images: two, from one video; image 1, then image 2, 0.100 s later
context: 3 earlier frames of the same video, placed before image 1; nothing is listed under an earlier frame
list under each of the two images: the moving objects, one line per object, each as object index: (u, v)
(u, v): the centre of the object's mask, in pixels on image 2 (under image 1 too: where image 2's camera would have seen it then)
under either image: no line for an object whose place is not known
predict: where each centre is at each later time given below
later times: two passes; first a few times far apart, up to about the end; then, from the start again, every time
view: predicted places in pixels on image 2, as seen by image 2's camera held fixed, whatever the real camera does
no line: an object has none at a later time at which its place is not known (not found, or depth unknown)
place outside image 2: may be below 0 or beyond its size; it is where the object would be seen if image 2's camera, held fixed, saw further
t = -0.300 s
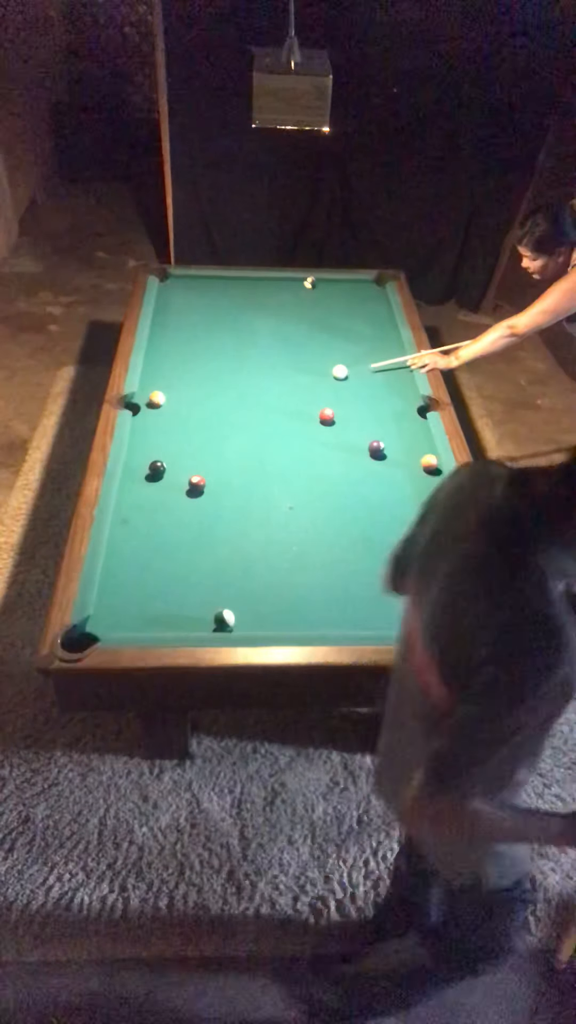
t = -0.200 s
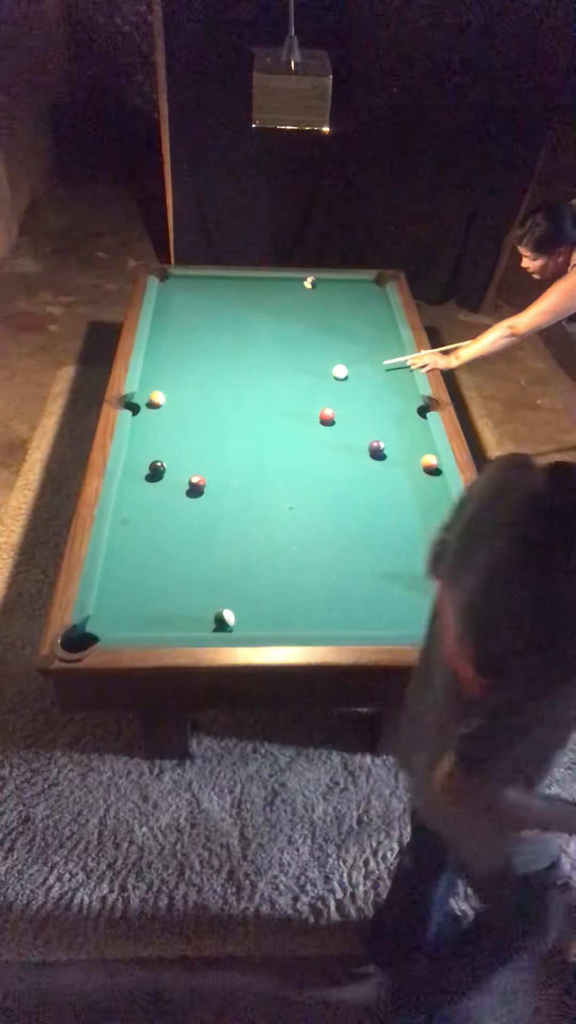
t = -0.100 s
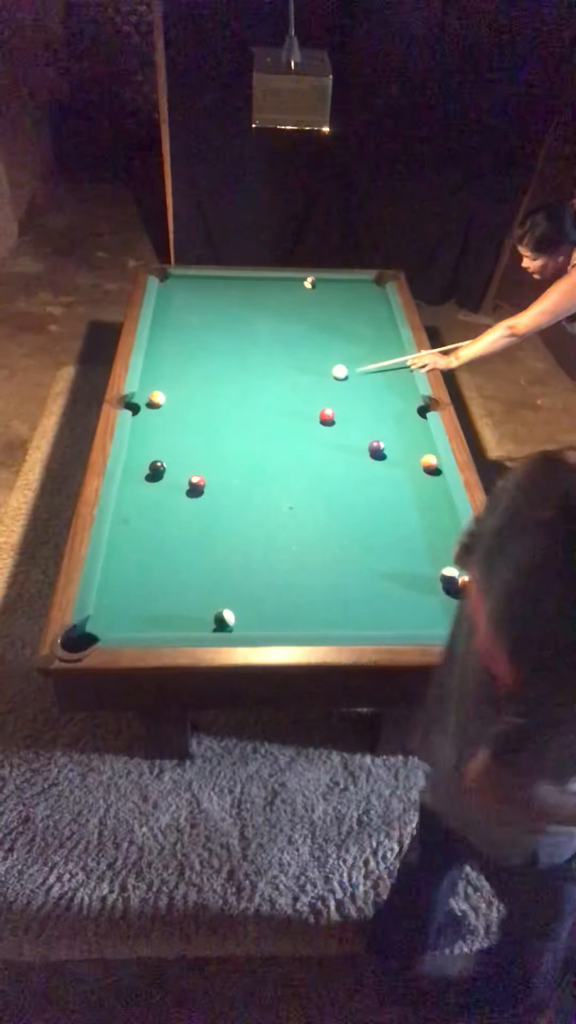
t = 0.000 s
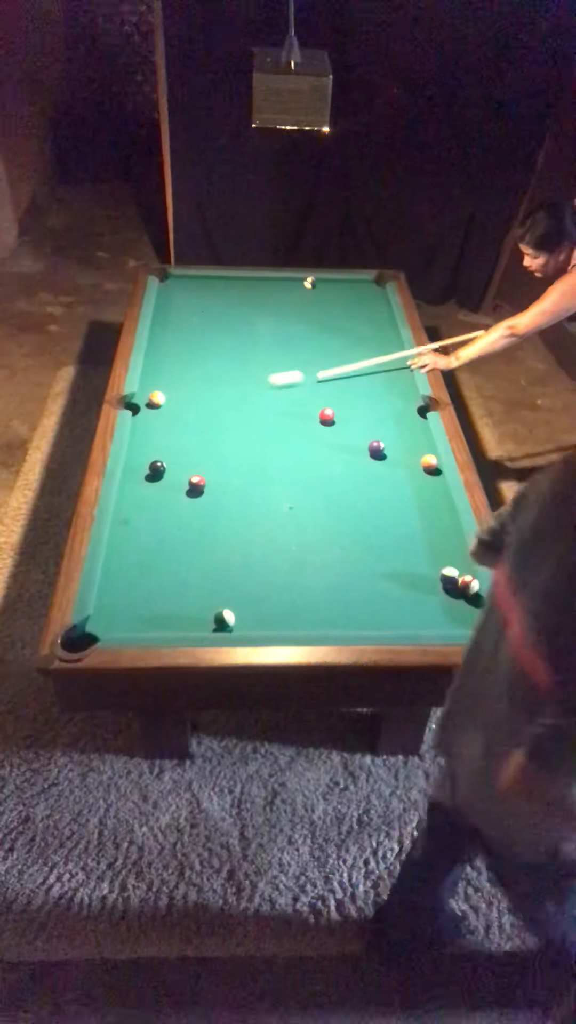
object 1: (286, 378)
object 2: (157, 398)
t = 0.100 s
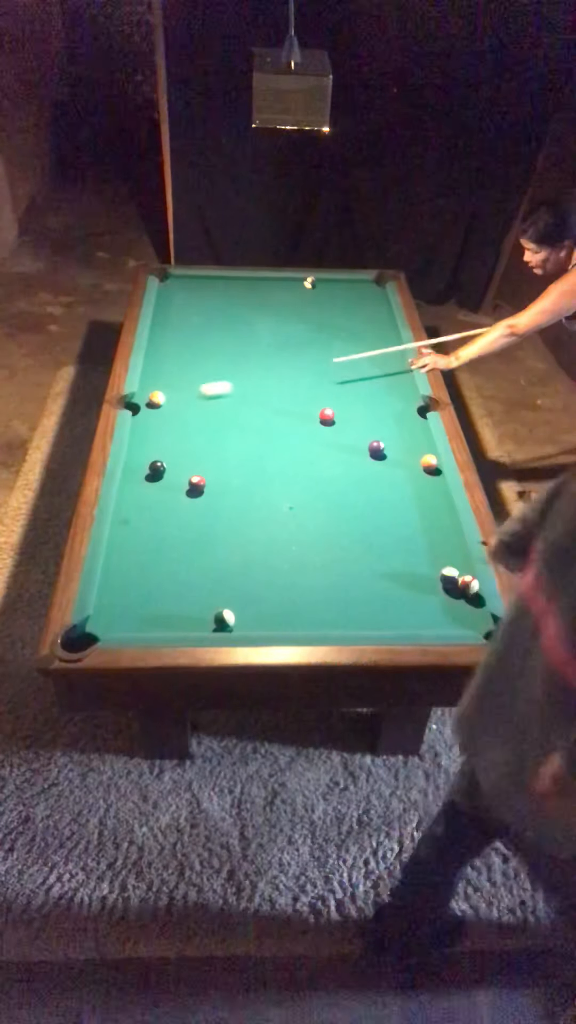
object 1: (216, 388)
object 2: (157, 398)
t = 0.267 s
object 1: (175, 394)
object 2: (133, 407)
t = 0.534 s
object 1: (199, 388)
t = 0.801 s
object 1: (221, 383)
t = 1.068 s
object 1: (240, 378)
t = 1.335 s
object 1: (256, 375)
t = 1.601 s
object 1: (271, 373)
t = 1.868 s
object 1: (283, 371)
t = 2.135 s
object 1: (294, 370)
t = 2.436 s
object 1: (304, 370)
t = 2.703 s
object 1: (311, 370)
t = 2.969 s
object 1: (317, 370)
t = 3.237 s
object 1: (321, 370)
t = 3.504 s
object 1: (325, 371)
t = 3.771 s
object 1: (327, 371)
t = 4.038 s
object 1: (328, 371)
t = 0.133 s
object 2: (157, 398)
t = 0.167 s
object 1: (176, 395)
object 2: (153, 398)
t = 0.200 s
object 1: (172, 396)
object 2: (137, 401)
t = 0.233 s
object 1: (173, 395)
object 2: (129, 405)
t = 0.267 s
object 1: (175, 394)
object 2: (133, 407)
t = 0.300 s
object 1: (177, 393)
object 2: (131, 410)
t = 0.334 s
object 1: (181, 392)
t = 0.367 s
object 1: (184, 392)
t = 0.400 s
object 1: (187, 391)
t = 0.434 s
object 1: (190, 390)
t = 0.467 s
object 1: (193, 389)
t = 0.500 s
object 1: (196, 388)
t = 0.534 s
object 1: (199, 388)
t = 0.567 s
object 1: (202, 387)
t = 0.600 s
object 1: (205, 386)
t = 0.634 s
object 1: (208, 386)
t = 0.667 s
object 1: (210, 385)
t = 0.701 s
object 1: (213, 384)
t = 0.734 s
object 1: (216, 384)
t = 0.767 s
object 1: (218, 383)
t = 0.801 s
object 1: (221, 383)
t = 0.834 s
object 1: (223, 382)
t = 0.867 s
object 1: (226, 381)
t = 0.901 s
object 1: (228, 381)
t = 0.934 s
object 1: (231, 380)
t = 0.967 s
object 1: (233, 380)
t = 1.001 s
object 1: (235, 379)
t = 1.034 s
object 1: (238, 379)
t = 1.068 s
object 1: (240, 378)
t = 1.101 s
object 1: (242, 378)
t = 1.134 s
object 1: (244, 377)
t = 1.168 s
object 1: (246, 377)
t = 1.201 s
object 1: (248, 377)
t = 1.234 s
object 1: (250, 376)
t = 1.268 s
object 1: (252, 376)
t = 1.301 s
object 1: (254, 375)
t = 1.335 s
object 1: (256, 375)
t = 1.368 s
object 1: (258, 375)
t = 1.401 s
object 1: (260, 375)
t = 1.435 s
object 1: (262, 374)
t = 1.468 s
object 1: (264, 374)
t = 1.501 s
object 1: (266, 374)
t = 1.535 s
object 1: (267, 373)
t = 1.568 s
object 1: (269, 373)
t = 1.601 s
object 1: (271, 373)
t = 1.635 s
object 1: (272, 373)
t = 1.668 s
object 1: (274, 372)
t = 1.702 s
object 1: (276, 372)
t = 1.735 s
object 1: (277, 372)
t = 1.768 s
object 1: (279, 372)
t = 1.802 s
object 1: (280, 372)
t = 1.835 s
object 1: (281, 372)
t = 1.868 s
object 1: (283, 371)
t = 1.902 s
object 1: (284, 371)
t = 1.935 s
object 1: (286, 371)
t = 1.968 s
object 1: (287, 371)
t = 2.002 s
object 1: (288, 371)
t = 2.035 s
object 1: (290, 371)
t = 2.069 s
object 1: (291, 370)
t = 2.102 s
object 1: (292, 370)
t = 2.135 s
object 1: (294, 370)
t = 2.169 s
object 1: (295, 370)
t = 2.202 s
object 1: (296, 370)
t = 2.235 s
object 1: (297, 370)
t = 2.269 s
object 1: (298, 370)
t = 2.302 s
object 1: (299, 370)
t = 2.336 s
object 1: (300, 370)
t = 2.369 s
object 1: (302, 370)
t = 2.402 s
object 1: (303, 370)
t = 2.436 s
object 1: (304, 370)
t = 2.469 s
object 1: (305, 370)
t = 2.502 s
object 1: (306, 370)
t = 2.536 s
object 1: (307, 370)
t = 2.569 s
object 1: (307, 370)
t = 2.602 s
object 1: (308, 370)
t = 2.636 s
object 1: (309, 370)
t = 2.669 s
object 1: (310, 370)
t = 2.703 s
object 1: (311, 370)
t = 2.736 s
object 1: (312, 370)
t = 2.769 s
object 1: (313, 370)
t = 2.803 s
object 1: (313, 370)
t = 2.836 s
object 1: (314, 370)
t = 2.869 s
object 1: (315, 370)
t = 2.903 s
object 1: (316, 370)
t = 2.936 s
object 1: (316, 370)
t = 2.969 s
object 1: (317, 370)
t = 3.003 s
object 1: (317, 370)
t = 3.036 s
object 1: (318, 370)
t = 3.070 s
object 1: (319, 370)
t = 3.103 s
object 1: (319, 370)
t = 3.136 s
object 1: (320, 370)
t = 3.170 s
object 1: (321, 370)
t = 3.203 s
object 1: (321, 370)
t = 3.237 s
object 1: (321, 370)
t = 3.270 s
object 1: (322, 370)
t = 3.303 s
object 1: (322, 370)
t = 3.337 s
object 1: (323, 370)
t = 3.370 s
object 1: (323, 370)
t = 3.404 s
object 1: (323, 370)
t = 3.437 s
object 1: (324, 371)
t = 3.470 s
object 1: (324, 371)
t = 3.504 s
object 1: (325, 371)
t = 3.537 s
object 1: (325, 371)
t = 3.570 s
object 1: (325, 371)
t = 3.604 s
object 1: (325, 370)
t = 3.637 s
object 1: (326, 371)
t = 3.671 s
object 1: (326, 371)
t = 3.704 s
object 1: (326, 371)
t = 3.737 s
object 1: (327, 371)
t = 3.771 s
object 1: (327, 371)
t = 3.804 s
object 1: (327, 371)
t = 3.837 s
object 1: (327, 371)
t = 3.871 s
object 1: (327, 371)
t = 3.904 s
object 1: (328, 371)
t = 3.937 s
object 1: (328, 371)
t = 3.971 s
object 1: (328, 371)
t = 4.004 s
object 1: (328, 371)
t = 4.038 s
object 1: (328, 371)
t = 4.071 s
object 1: (328, 371)
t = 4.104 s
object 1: (328, 371)
